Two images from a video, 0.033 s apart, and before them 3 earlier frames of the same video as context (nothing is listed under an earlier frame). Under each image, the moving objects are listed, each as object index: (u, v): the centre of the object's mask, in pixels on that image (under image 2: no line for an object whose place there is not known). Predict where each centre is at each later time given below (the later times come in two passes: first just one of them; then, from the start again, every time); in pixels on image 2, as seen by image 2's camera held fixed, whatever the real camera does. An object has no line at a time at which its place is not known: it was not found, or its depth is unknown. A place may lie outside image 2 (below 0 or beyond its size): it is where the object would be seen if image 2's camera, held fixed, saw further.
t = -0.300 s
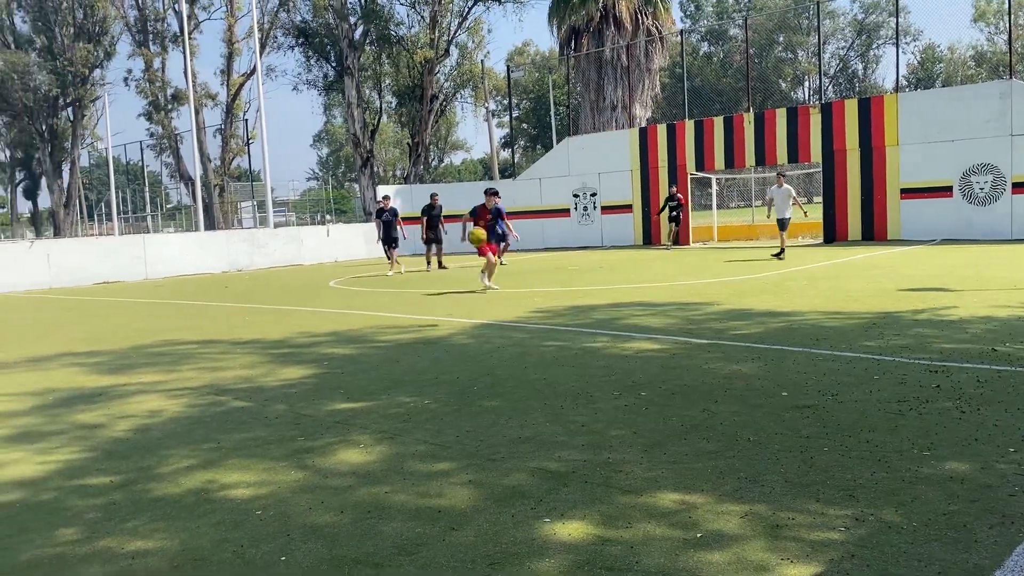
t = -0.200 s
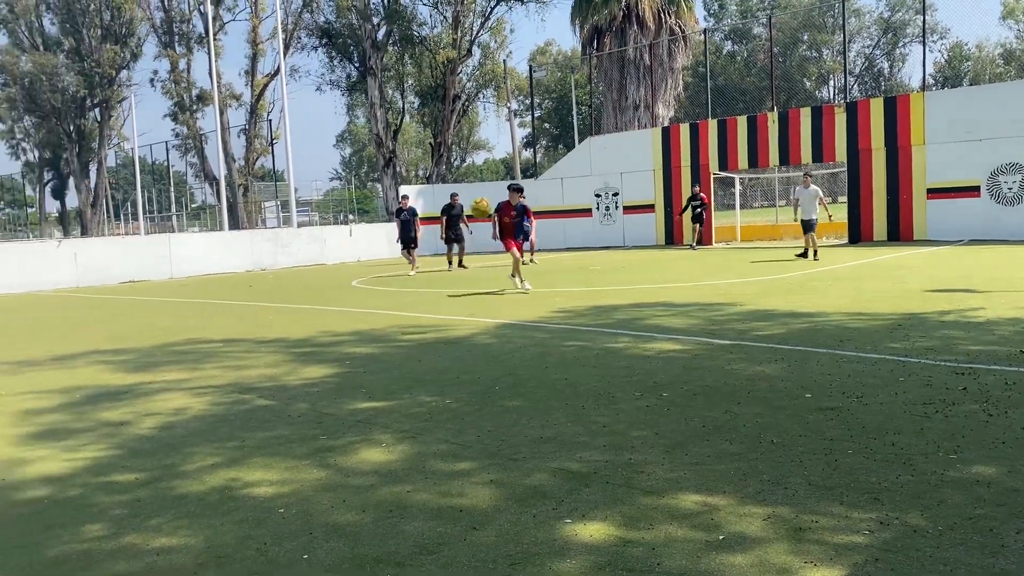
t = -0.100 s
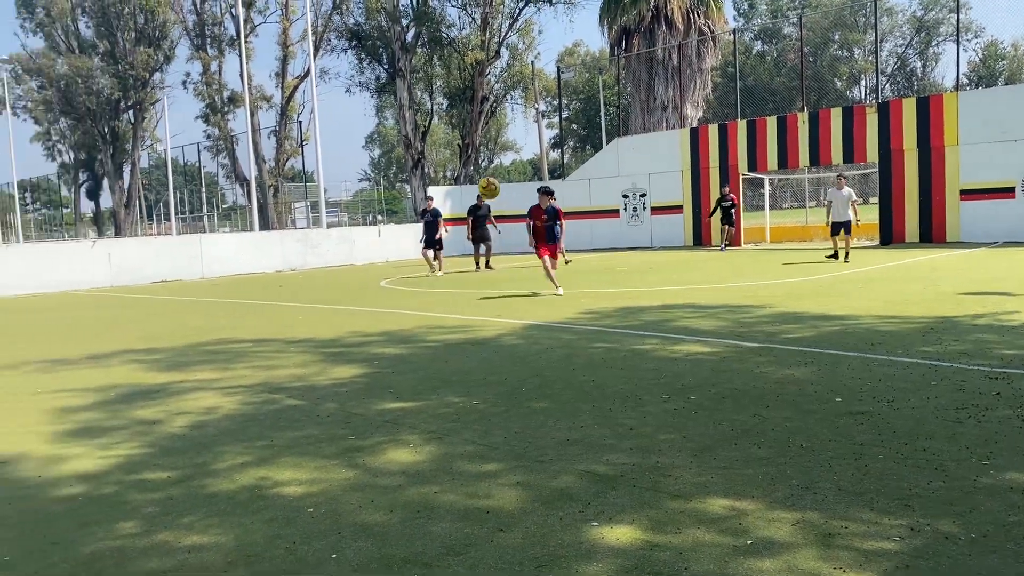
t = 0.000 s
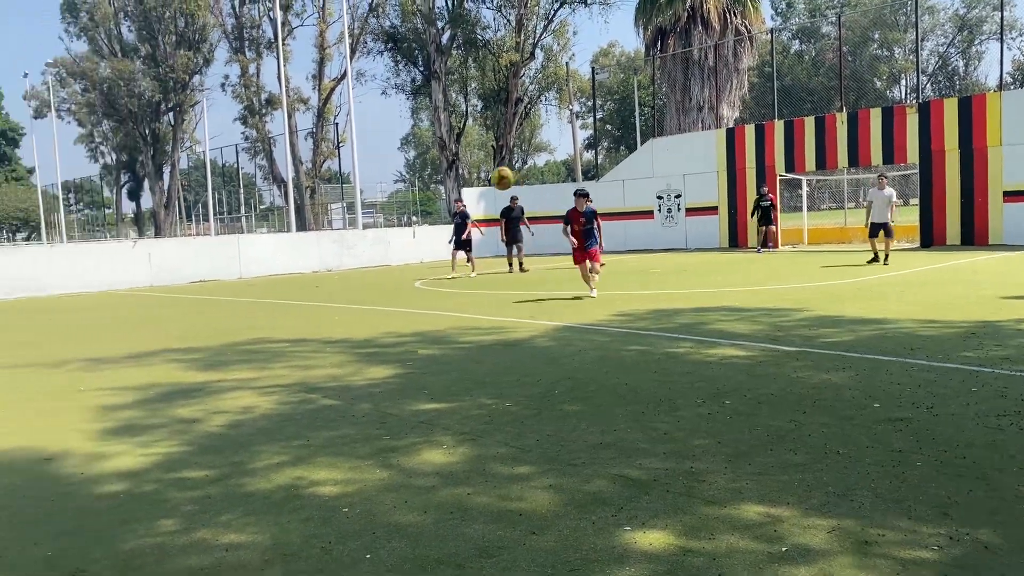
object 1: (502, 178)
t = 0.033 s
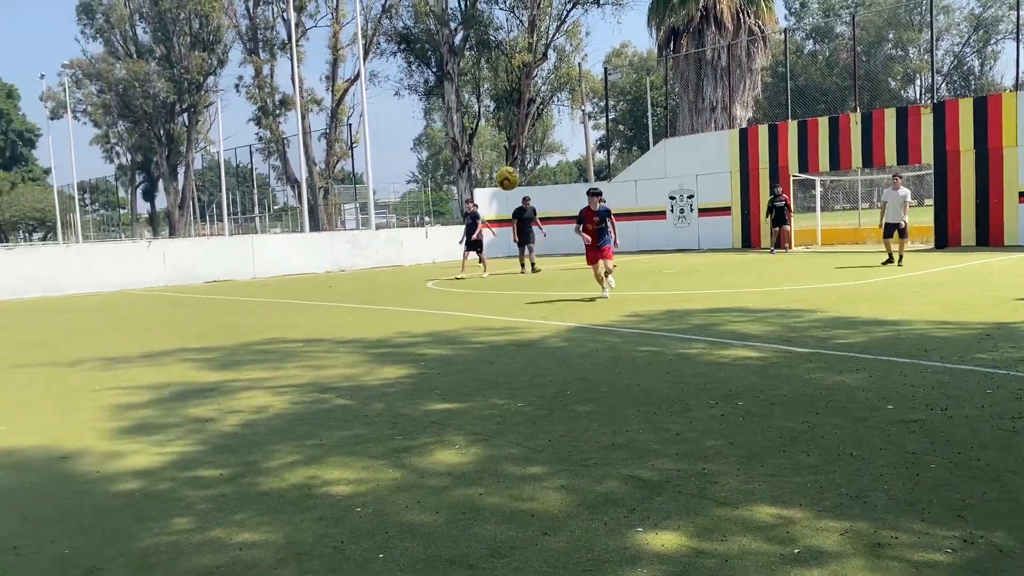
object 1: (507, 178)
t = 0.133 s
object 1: (485, 182)
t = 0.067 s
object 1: (501, 178)
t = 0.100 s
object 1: (492, 178)
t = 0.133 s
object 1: (485, 182)
